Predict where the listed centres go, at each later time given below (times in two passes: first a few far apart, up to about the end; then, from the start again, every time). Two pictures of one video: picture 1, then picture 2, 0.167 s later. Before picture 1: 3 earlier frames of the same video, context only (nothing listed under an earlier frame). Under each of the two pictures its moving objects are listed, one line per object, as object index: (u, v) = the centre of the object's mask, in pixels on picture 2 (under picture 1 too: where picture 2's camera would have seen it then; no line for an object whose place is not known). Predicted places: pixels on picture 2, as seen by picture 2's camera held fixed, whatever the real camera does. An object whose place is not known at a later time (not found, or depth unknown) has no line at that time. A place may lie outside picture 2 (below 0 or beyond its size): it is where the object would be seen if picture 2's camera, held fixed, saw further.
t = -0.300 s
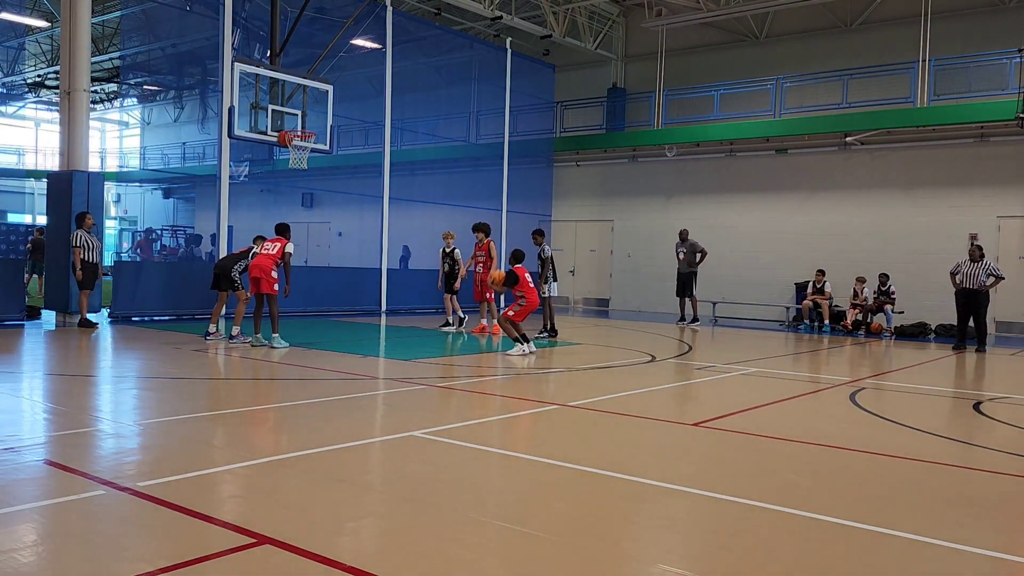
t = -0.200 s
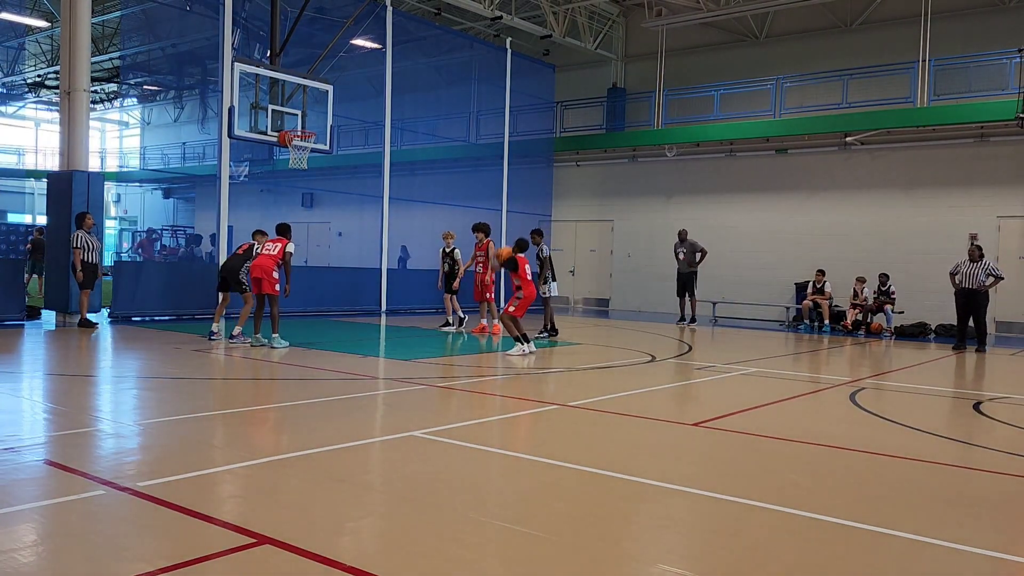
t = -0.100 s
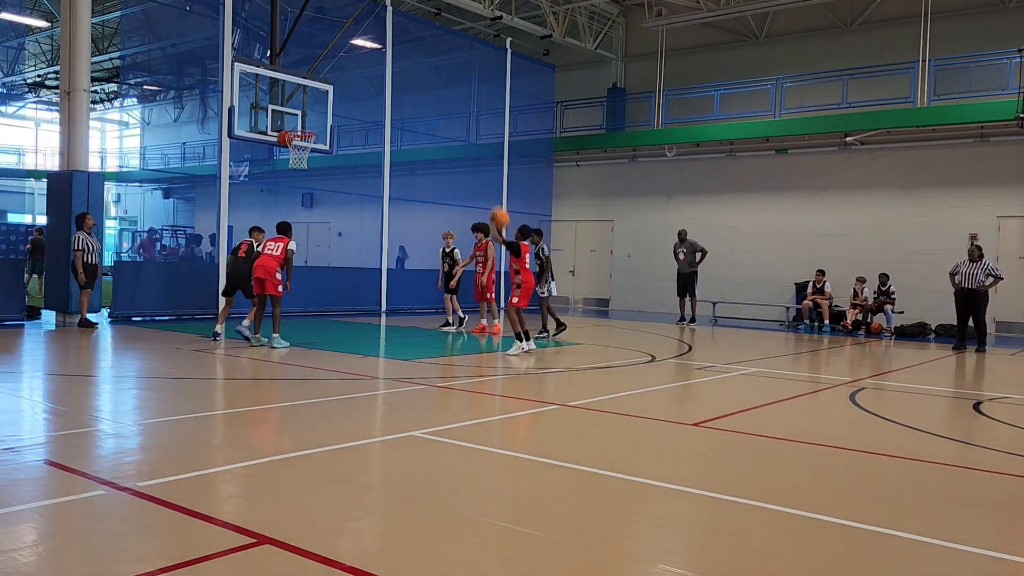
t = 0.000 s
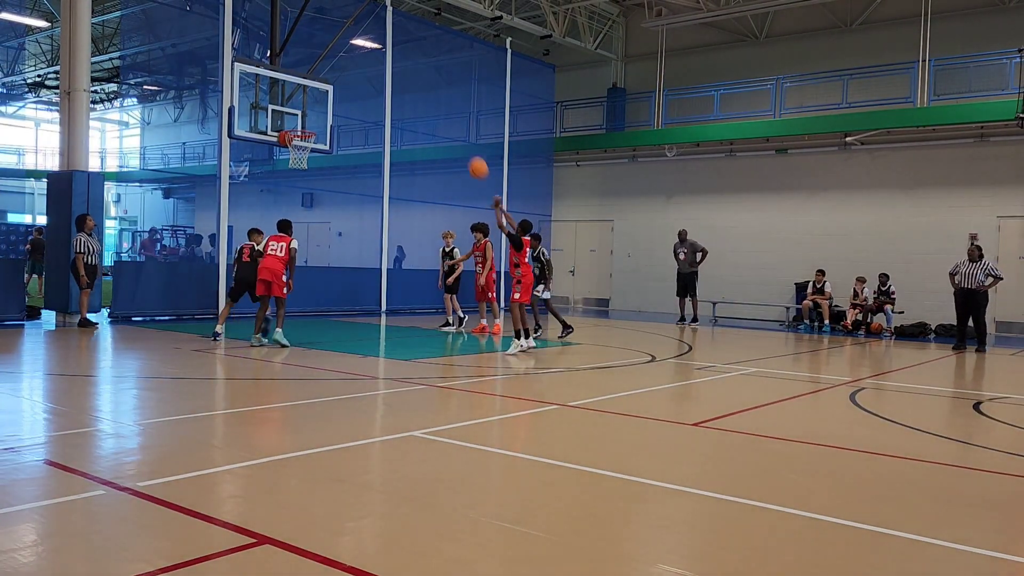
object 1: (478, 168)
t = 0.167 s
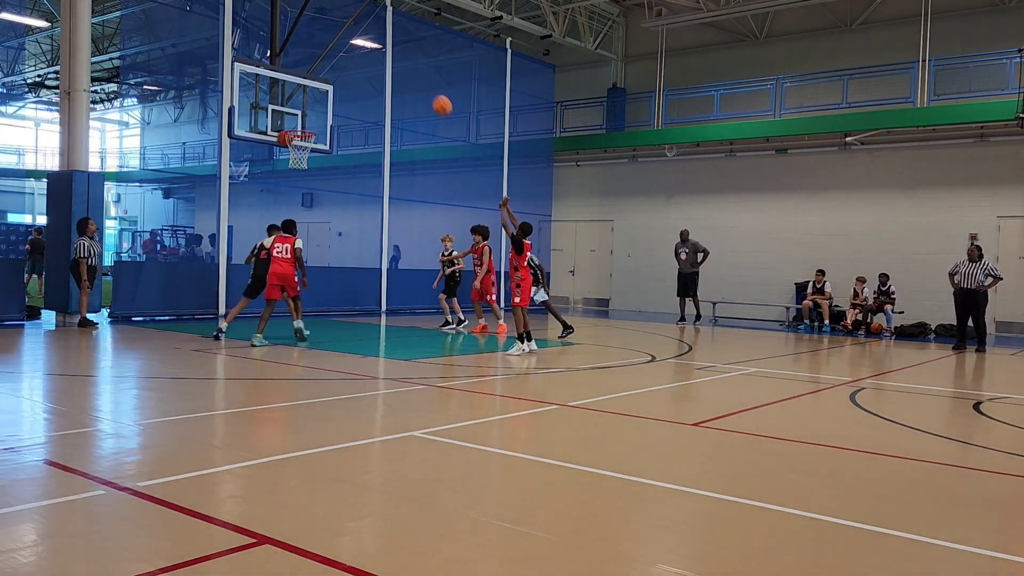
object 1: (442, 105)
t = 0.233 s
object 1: (428, 87)
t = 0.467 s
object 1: (381, 51)
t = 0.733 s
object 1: (332, 58)
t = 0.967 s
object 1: (291, 101)
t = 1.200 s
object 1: (266, 127)
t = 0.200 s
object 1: (435, 96)
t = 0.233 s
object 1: (428, 87)
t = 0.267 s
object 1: (421, 79)
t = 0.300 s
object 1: (414, 73)
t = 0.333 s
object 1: (408, 67)
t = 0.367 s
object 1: (401, 61)
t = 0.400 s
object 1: (394, 57)
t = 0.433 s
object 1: (388, 54)
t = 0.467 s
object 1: (381, 51)
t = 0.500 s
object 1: (375, 49)
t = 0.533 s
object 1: (368, 49)
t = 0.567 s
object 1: (362, 48)
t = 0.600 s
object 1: (356, 49)
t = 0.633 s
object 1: (350, 50)
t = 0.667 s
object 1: (344, 52)
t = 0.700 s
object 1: (338, 55)
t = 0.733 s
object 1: (332, 58)
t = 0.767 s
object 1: (326, 62)
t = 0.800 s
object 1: (320, 67)
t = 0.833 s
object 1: (314, 72)
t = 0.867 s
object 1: (308, 78)
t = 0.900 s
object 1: (303, 85)
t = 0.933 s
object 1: (297, 93)
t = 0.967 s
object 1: (291, 101)
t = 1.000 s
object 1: (286, 109)
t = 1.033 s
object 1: (280, 119)
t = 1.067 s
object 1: (276, 128)
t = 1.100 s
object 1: (274, 128)
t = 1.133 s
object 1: (269, 127)
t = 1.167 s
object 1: (267, 127)
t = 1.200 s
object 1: (266, 127)
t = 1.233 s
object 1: (264, 128)
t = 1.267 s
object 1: (262, 130)
